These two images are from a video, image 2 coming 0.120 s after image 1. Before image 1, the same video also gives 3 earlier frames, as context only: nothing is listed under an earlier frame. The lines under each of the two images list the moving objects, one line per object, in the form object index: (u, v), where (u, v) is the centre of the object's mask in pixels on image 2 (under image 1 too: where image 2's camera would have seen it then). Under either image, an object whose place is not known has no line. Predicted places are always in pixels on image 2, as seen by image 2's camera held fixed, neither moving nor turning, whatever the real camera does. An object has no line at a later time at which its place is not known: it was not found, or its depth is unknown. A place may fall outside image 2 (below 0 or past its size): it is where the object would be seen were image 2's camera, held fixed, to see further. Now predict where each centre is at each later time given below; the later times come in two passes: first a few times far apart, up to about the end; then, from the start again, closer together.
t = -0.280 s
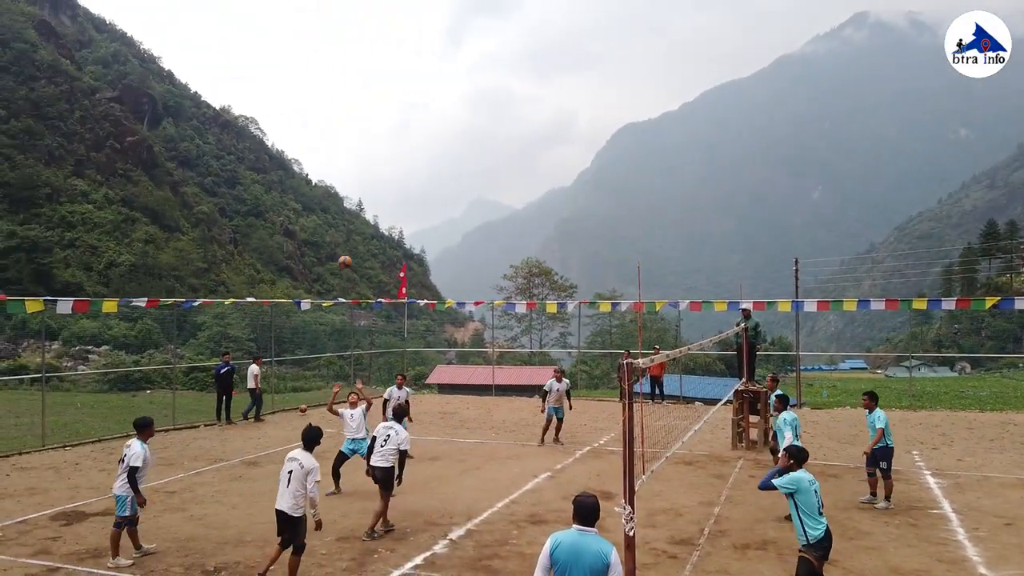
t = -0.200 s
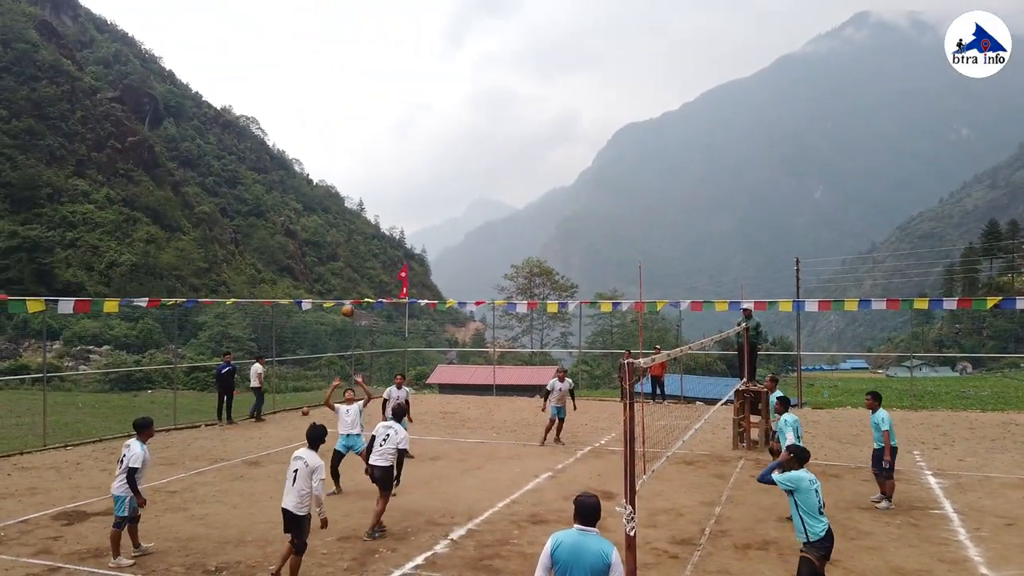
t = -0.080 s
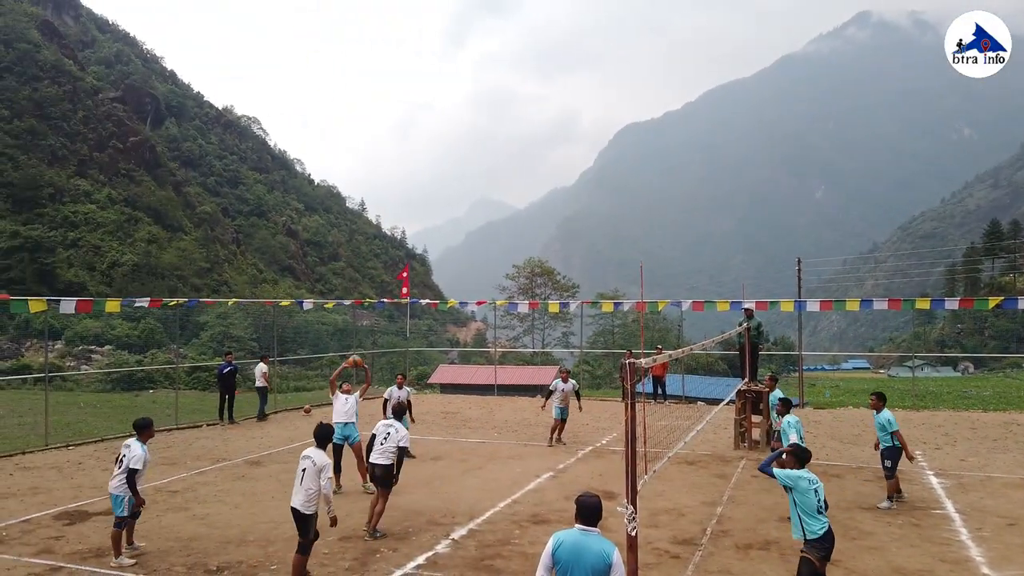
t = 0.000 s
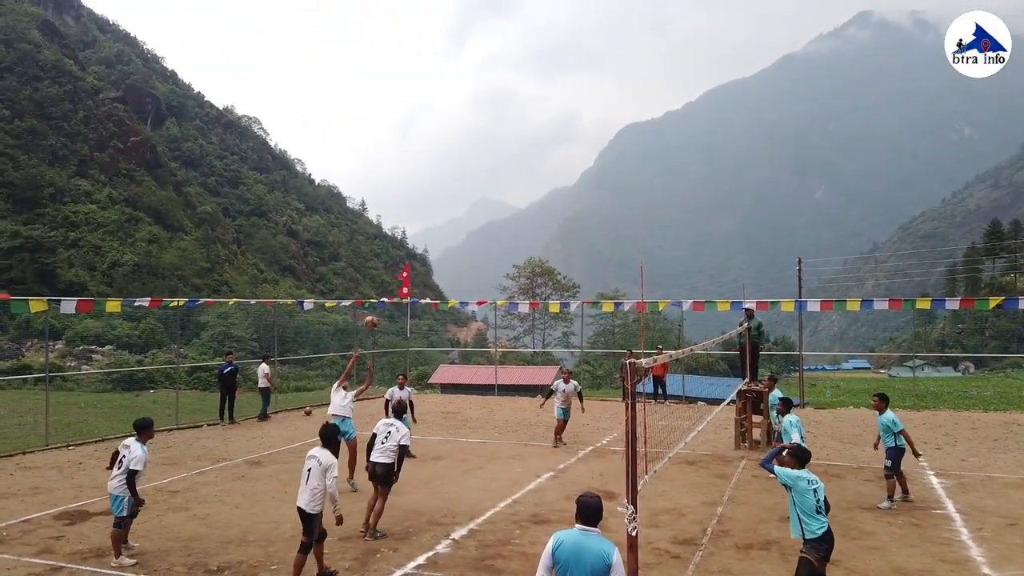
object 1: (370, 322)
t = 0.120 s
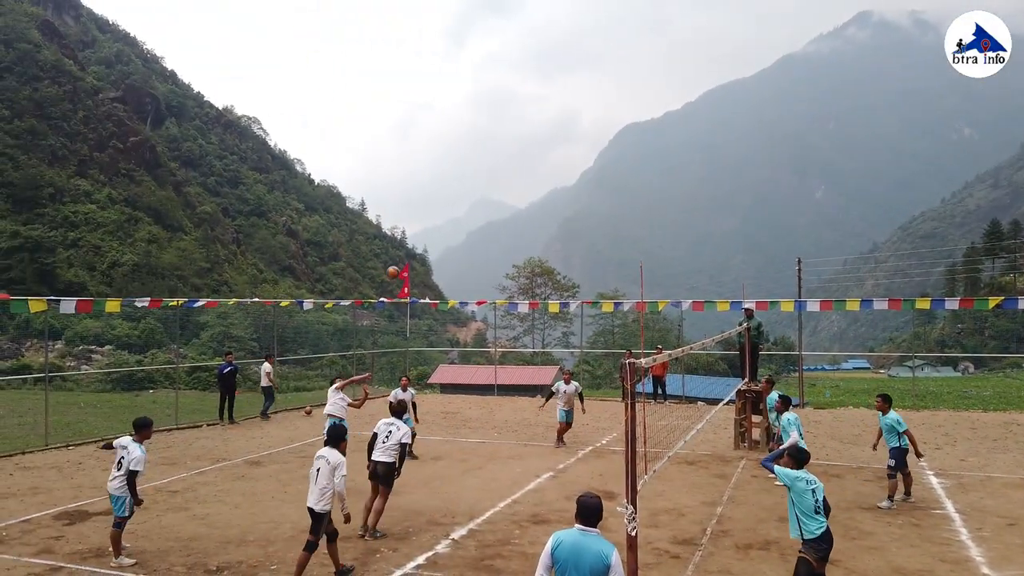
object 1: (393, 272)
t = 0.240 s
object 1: (415, 234)
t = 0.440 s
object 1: (448, 190)
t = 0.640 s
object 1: (479, 171)
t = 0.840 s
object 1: (509, 178)
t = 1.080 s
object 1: (542, 215)
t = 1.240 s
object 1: (563, 257)
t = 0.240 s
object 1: (415, 234)
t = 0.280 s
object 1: (422, 223)
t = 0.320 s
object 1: (428, 213)
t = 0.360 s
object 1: (435, 204)
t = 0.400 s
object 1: (442, 196)
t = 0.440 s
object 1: (448, 190)
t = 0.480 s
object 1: (454, 184)
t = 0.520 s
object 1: (461, 179)
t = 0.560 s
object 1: (467, 176)
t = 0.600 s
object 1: (473, 173)
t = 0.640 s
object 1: (479, 171)
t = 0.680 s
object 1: (485, 171)
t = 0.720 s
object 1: (491, 171)
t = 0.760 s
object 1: (497, 173)
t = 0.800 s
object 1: (503, 175)
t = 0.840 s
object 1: (509, 178)
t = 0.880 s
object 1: (514, 182)
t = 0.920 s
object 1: (520, 186)
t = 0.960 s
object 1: (526, 192)
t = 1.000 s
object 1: (531, 199)
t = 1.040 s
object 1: (536, 206)
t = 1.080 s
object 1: (542, 215)
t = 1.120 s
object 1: (548, 224)
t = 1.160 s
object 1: (553, 234)
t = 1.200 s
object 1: (558, 245)
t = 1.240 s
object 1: (563, 257)
